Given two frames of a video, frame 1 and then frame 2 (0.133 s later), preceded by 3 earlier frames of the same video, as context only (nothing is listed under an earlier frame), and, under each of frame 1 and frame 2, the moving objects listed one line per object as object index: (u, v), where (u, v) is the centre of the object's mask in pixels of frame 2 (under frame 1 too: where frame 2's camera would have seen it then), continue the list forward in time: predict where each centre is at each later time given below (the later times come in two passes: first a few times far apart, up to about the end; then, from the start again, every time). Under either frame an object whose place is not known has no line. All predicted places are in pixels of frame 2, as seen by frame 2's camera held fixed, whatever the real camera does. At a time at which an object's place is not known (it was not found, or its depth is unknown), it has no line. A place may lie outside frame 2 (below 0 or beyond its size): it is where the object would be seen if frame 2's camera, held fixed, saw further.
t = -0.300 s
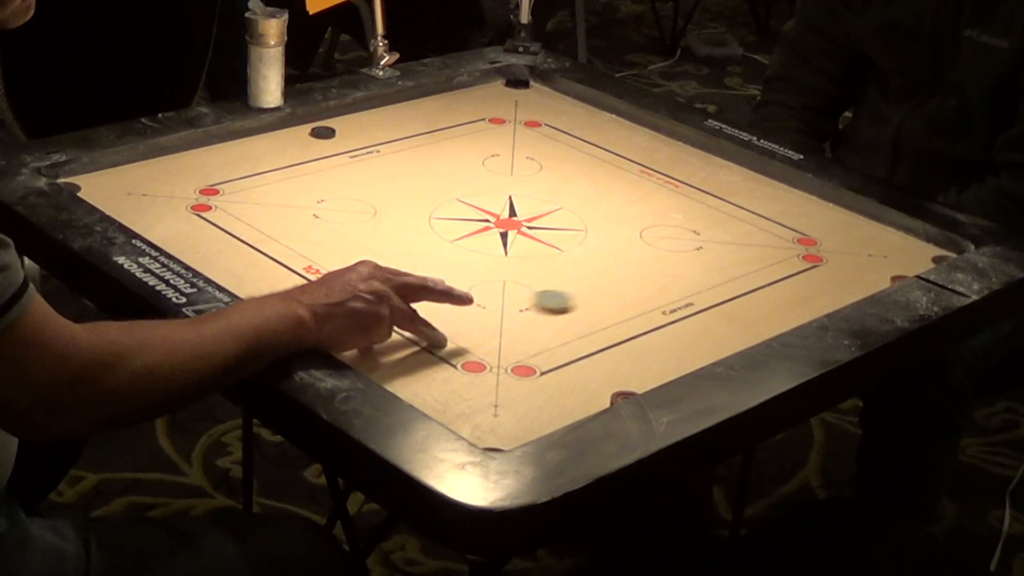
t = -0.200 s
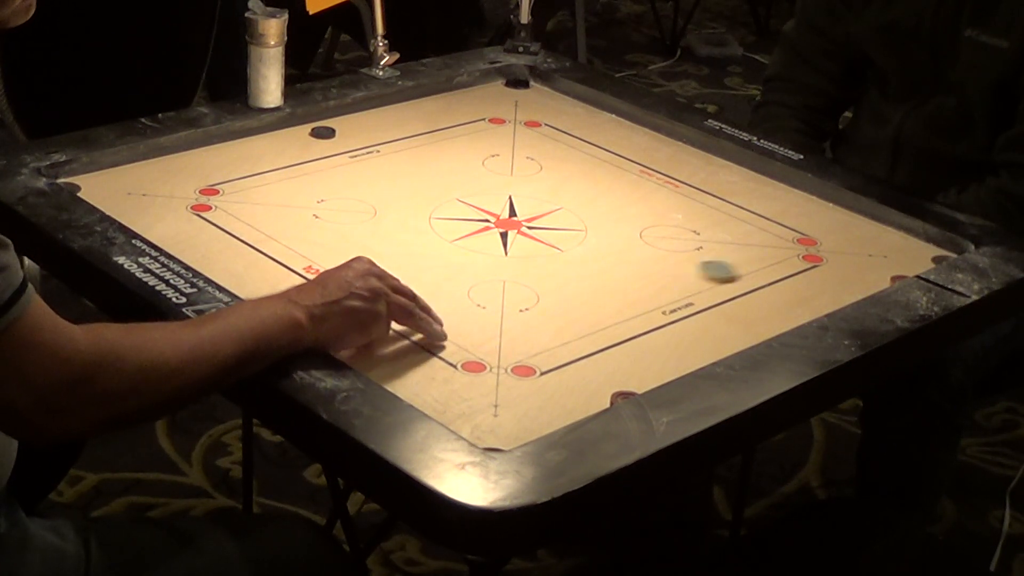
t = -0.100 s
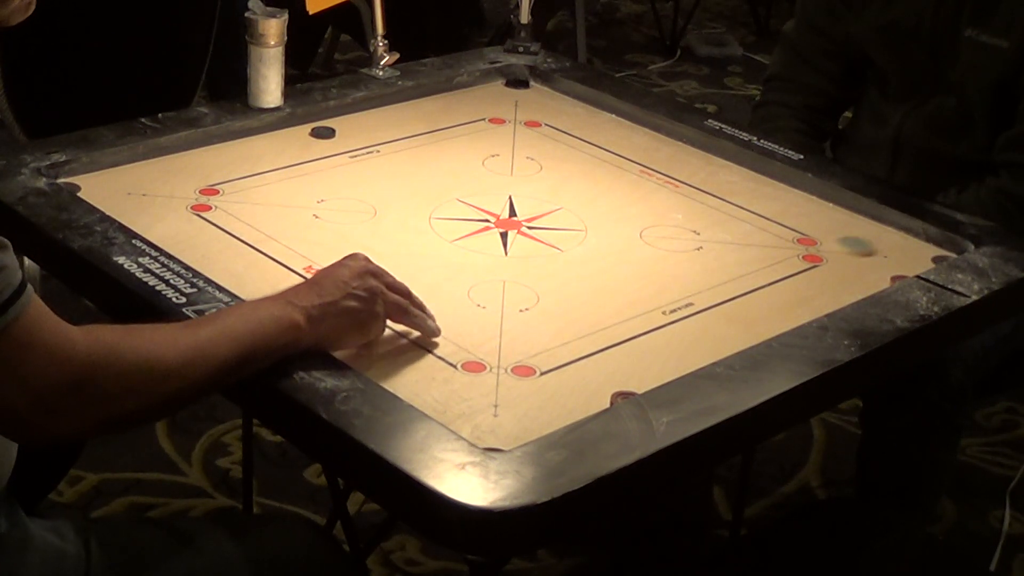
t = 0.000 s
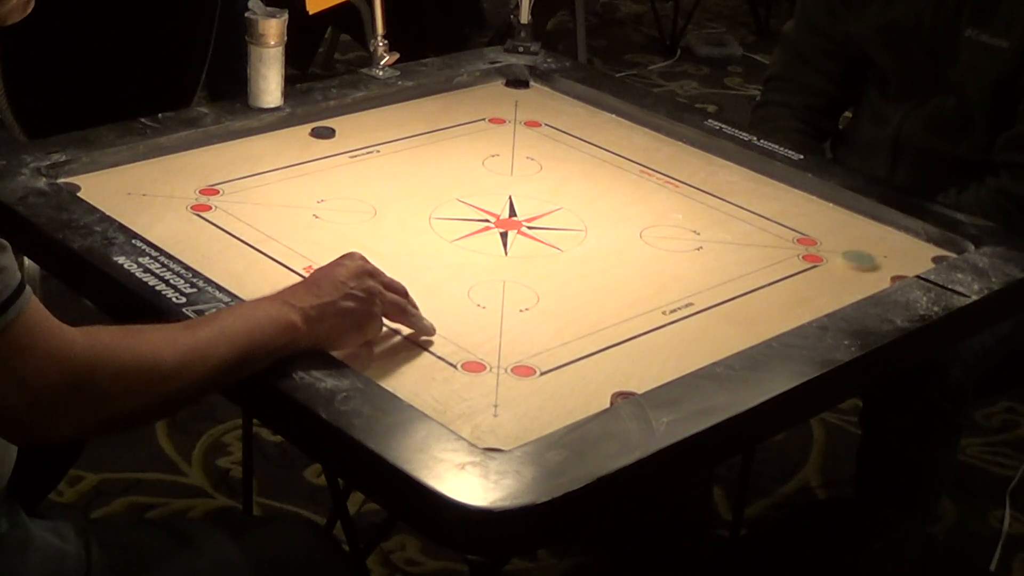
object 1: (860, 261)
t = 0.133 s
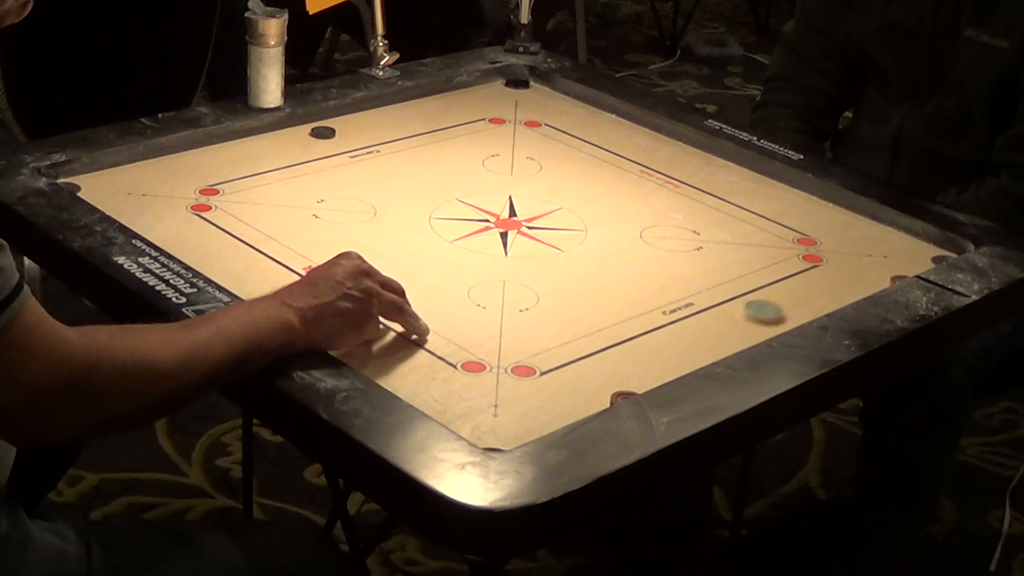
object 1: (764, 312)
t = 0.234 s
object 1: (689, 352)
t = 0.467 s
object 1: (526, 401)
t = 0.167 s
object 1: (739, 324)
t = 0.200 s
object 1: (714, 338)
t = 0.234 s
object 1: (689, 352)
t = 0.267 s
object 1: (662, 364)
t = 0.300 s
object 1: (635, 377)
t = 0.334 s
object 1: (613, 385)
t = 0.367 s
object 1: (590, 390)
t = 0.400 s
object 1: (567, 394)
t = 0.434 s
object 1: (546, 398)
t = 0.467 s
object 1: (526, 401)
